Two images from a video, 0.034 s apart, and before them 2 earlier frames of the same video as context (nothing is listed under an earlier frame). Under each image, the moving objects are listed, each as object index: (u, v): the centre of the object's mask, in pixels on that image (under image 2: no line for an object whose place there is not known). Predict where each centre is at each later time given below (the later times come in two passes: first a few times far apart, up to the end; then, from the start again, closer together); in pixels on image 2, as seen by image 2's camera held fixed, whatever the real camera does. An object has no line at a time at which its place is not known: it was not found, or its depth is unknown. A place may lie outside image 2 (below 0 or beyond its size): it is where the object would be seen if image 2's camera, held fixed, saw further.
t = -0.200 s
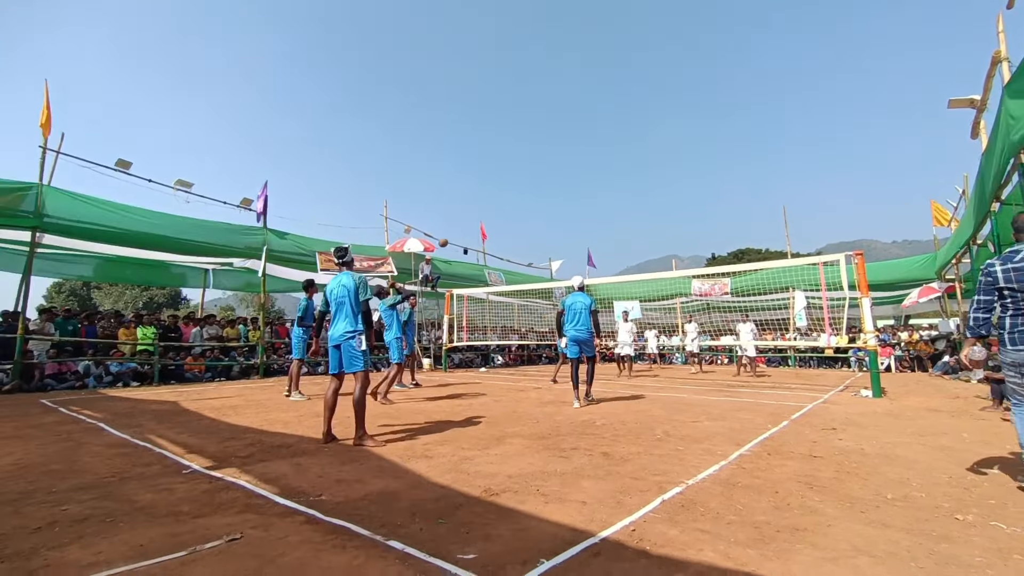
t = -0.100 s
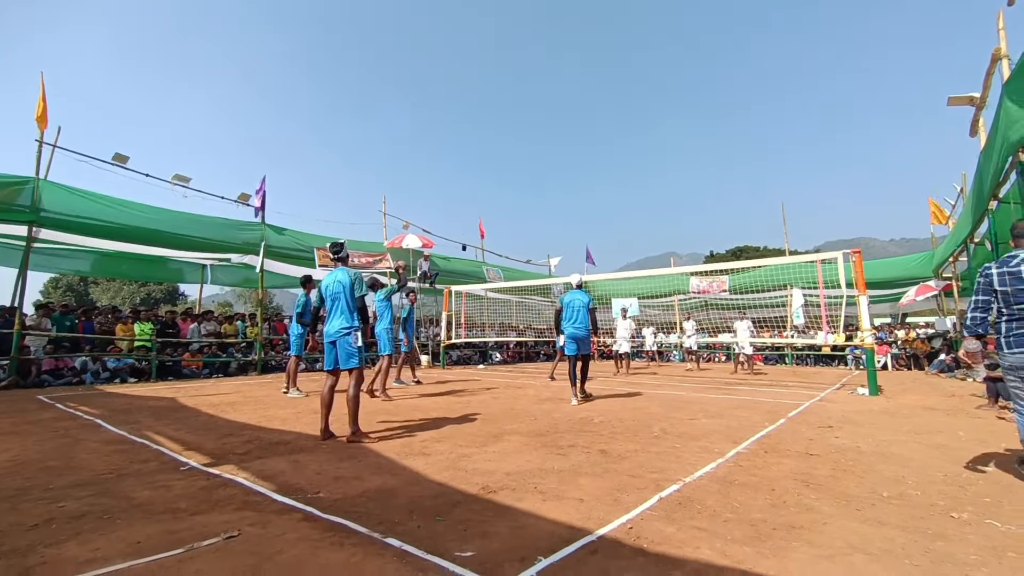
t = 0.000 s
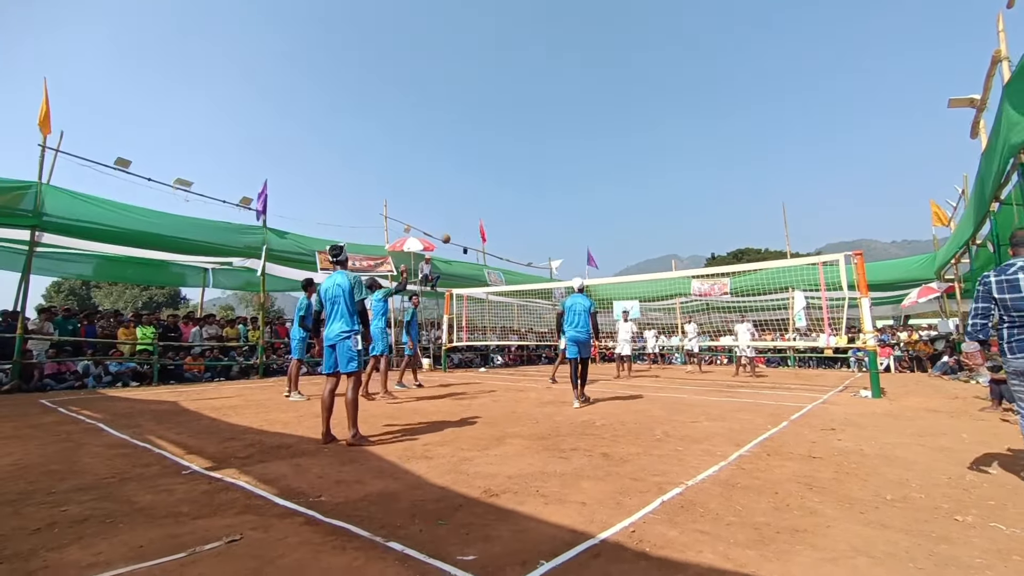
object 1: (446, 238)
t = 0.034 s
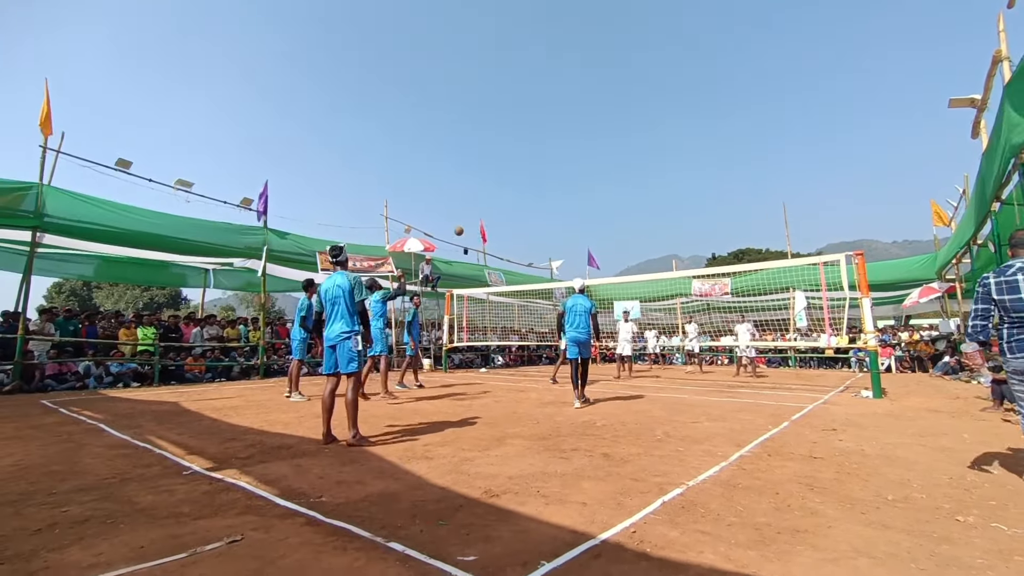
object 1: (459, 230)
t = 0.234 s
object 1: (521, 200)
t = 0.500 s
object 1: (583, 195)
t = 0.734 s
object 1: (624, 213)
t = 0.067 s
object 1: (471, 223)
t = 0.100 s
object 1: (482, 217)
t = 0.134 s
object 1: (493, 212)
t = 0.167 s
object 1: (503, 207)
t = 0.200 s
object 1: (512, 202)
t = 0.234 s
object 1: (521, 200)
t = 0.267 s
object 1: (530, 198)
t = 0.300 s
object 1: (539, 196)
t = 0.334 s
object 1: (547, 194)
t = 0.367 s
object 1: (555, 193)
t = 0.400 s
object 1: (562, 193)
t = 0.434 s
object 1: (570, 193)
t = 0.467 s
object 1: (576, 194)
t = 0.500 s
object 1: (583, 195)
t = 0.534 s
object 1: (590, 197)
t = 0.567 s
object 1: (596, 198)
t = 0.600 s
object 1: (602, 201)
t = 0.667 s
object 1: (613, 207)
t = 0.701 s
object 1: (619, 210)
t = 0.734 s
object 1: (624, 213)
